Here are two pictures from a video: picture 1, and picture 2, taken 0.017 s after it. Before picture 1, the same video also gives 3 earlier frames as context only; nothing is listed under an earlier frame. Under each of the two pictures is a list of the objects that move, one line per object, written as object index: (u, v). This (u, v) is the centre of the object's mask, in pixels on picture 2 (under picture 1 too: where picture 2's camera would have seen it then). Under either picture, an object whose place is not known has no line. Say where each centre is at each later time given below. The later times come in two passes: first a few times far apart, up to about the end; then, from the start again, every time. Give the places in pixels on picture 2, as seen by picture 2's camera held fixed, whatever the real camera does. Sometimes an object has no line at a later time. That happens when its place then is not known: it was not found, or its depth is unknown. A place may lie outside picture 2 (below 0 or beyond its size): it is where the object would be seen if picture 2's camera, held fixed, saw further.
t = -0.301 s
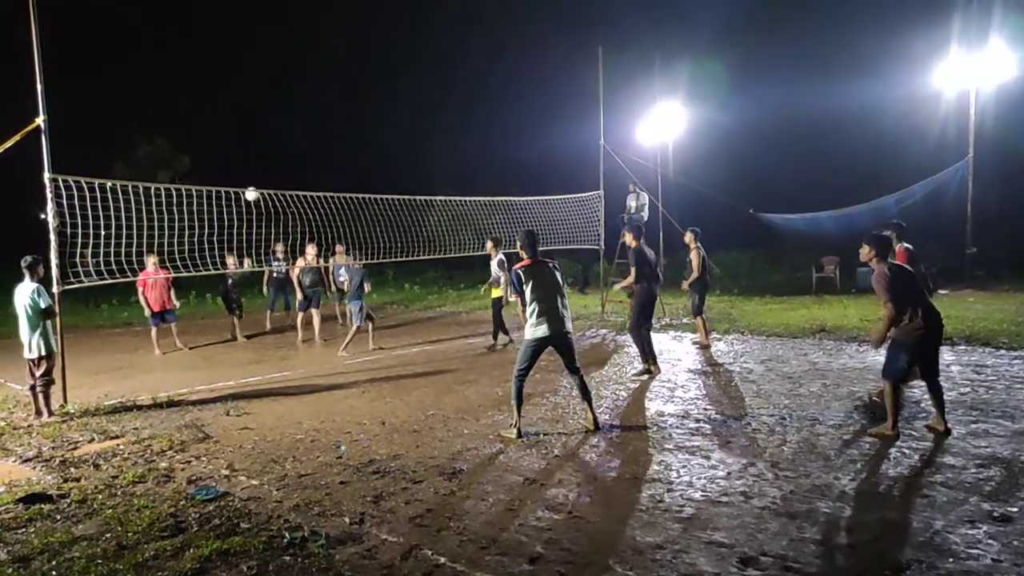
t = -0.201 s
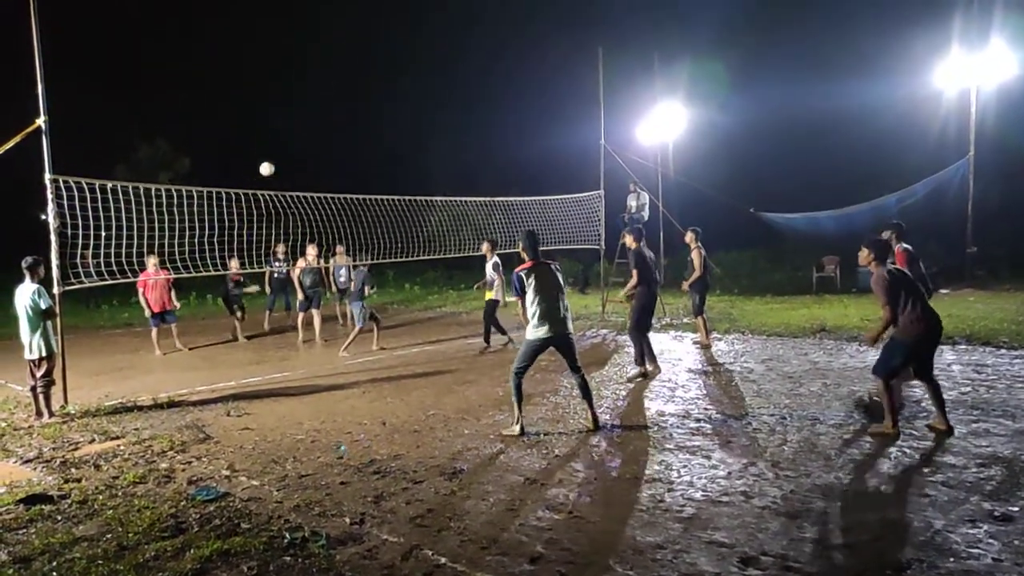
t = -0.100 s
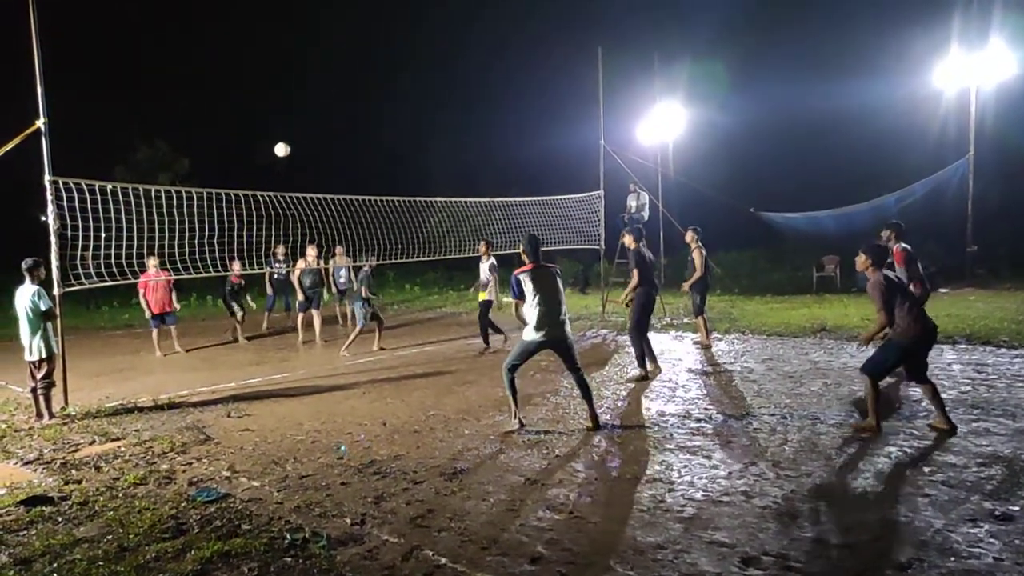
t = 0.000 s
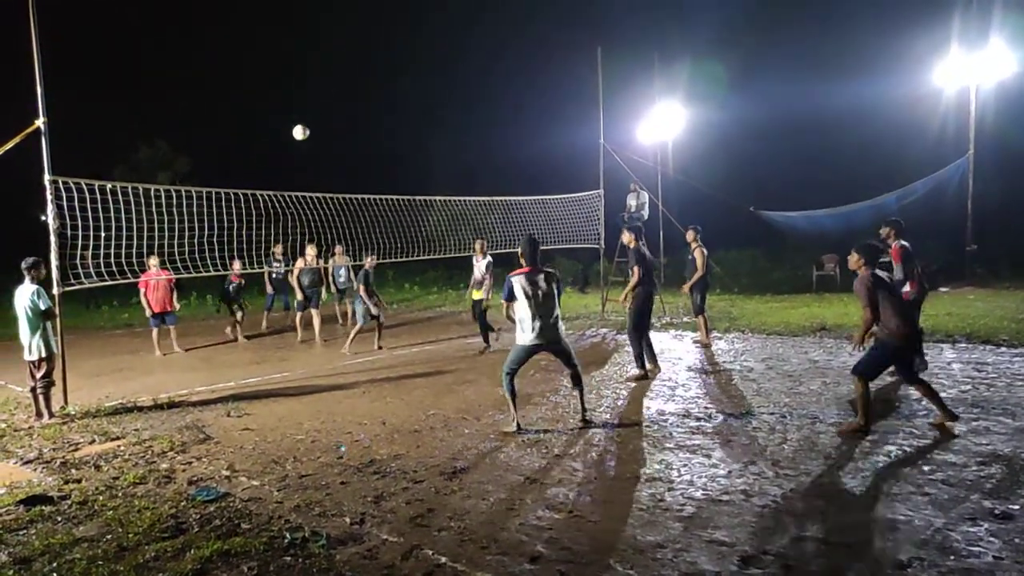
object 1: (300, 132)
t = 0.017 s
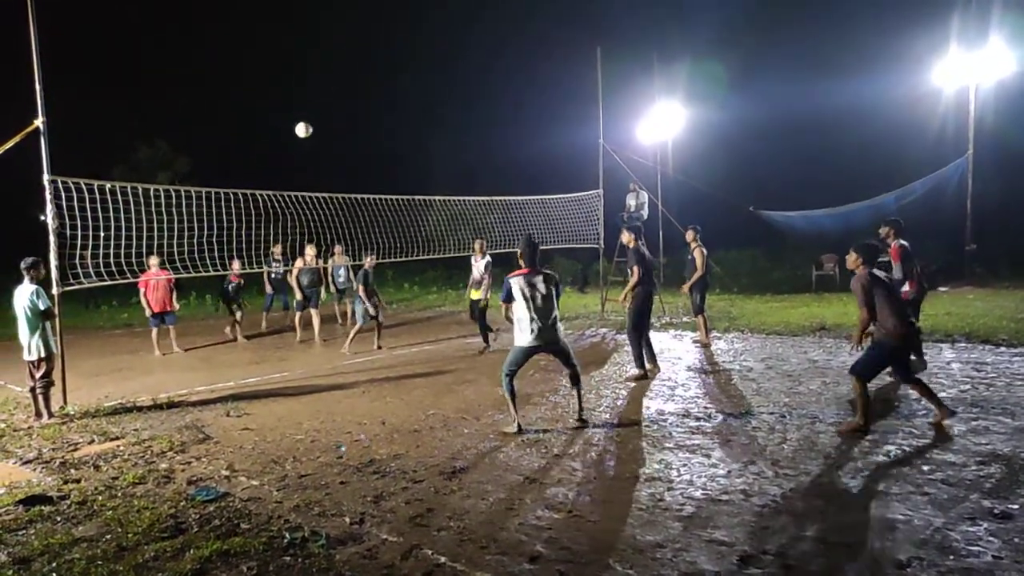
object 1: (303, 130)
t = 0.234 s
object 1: (357, 119)
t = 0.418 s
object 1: (419, 142)
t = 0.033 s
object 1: (307, 128)
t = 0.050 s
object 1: (310, 126)
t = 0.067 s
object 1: (314, 124)
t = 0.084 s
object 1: (318, 122)
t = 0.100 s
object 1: (322, 121)
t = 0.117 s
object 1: (326, 120)
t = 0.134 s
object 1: (330, 119)
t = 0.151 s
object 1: (334, 119)
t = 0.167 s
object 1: (338, 118)
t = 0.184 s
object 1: (342, 118)
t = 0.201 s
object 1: (347, 118)
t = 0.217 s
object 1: (351, 118)
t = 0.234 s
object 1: (357, 119)
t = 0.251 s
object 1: (361, 119)
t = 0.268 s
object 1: (367, 120)
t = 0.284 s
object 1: (372, 121)
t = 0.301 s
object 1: (377, 122)
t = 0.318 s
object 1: (383, 124)
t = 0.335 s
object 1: (388, 126)
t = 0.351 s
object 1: (394, 129)
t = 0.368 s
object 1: (400, 131)
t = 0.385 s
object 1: (407, 135)
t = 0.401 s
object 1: (413, 138)
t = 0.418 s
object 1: (419, 142)
